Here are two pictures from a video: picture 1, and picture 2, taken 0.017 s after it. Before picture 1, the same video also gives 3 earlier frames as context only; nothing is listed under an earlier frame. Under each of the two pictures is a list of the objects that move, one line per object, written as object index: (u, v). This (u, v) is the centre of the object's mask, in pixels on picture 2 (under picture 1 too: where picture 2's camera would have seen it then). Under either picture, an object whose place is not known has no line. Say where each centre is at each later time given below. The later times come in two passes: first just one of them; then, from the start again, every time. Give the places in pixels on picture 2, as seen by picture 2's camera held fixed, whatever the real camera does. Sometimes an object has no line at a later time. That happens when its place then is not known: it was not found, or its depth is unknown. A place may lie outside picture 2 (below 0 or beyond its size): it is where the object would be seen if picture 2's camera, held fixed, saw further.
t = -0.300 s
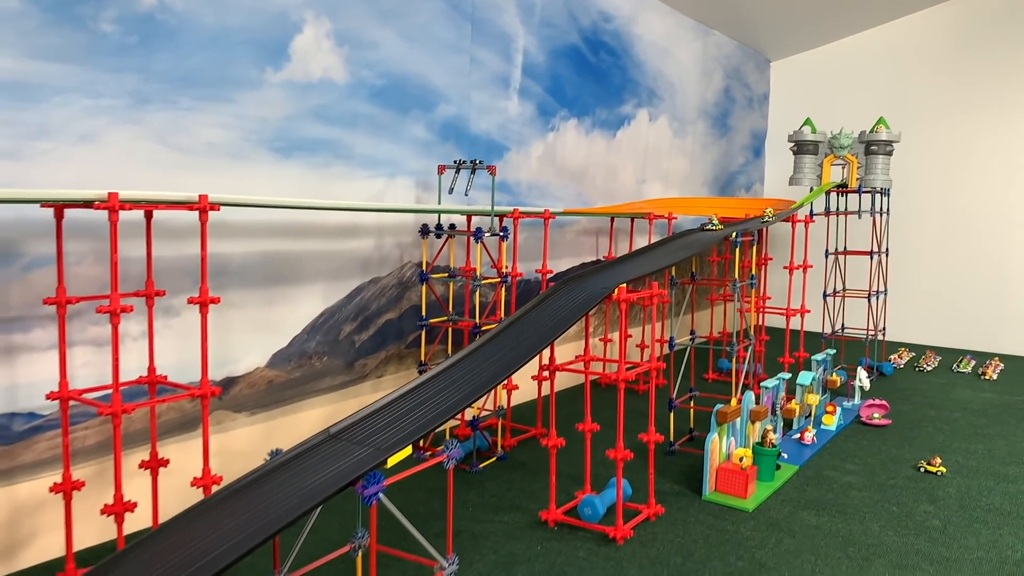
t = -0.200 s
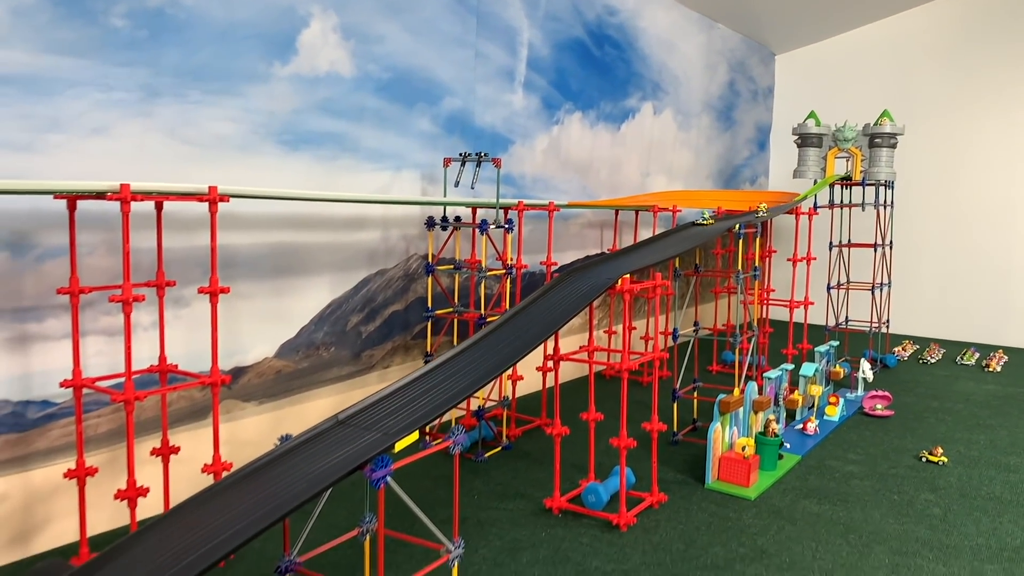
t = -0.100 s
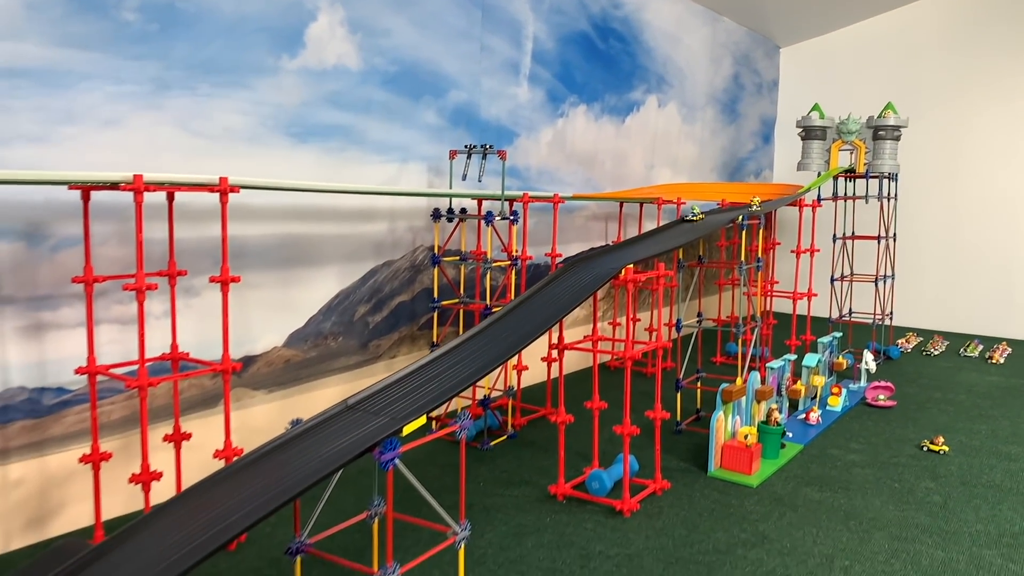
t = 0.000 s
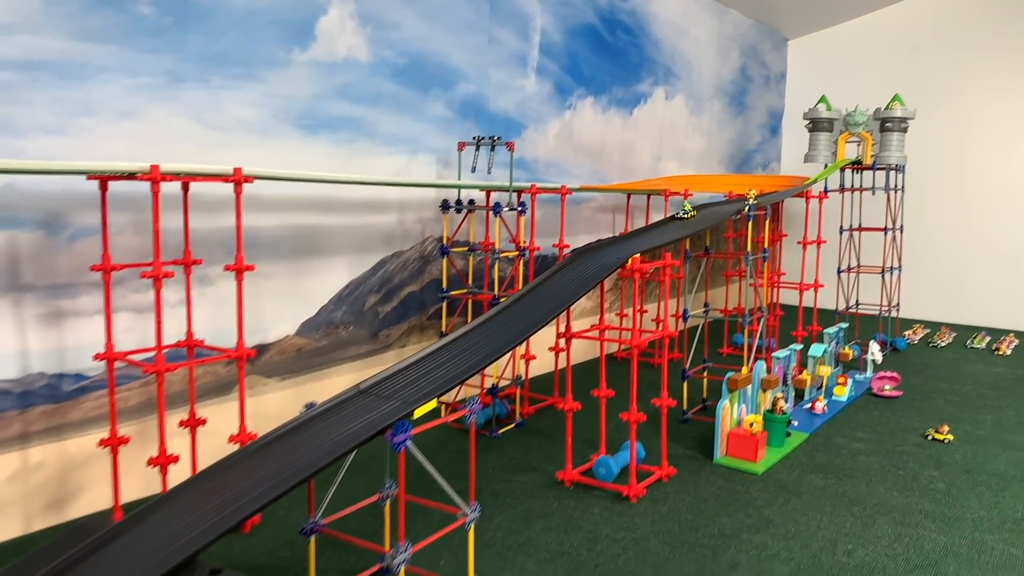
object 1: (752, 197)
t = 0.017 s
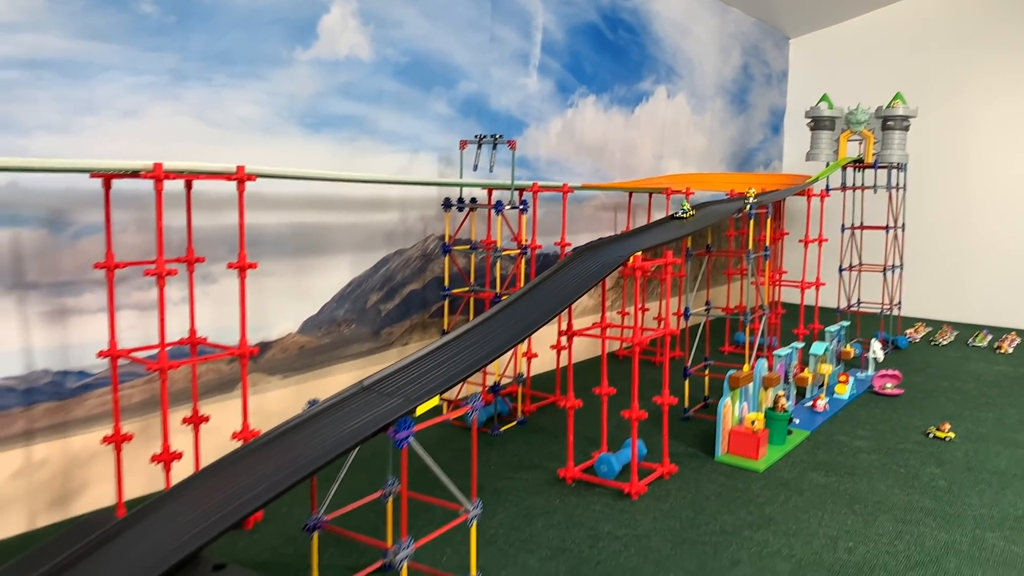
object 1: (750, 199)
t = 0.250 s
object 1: (723, 206)
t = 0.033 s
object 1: (748, 198)
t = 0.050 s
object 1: (747, 199)
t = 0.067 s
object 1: (745, 200)
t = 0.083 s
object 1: (743, 199)
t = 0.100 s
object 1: (742, 199)
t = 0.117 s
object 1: (740, 200)
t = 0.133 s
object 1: (738, 200)
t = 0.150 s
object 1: (735, 201)
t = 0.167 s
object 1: (733, 200)
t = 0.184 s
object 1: (731, 201)
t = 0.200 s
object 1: (730, 203)
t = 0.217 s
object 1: (727, 204)
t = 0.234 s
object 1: (725, 205)
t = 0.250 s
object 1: (723, 206)
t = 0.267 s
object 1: (721, 207)
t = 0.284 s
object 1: (719, 208)
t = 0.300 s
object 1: (717, 210)
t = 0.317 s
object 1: (714, 211)
